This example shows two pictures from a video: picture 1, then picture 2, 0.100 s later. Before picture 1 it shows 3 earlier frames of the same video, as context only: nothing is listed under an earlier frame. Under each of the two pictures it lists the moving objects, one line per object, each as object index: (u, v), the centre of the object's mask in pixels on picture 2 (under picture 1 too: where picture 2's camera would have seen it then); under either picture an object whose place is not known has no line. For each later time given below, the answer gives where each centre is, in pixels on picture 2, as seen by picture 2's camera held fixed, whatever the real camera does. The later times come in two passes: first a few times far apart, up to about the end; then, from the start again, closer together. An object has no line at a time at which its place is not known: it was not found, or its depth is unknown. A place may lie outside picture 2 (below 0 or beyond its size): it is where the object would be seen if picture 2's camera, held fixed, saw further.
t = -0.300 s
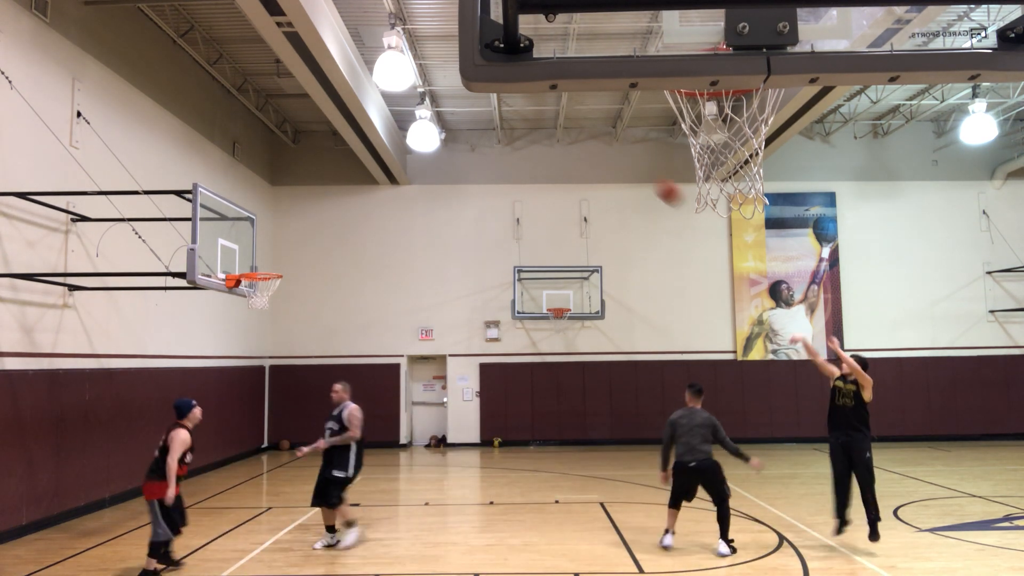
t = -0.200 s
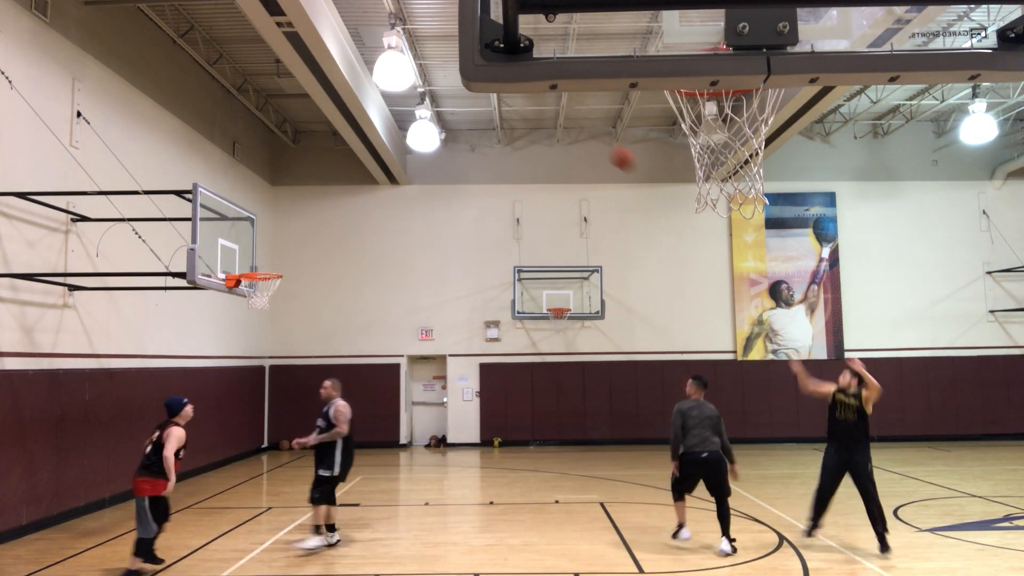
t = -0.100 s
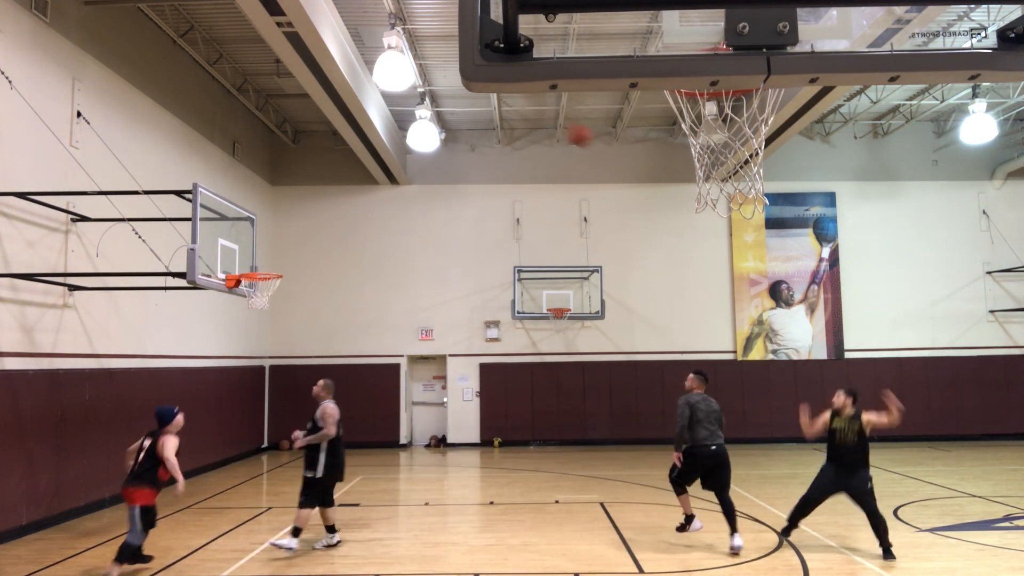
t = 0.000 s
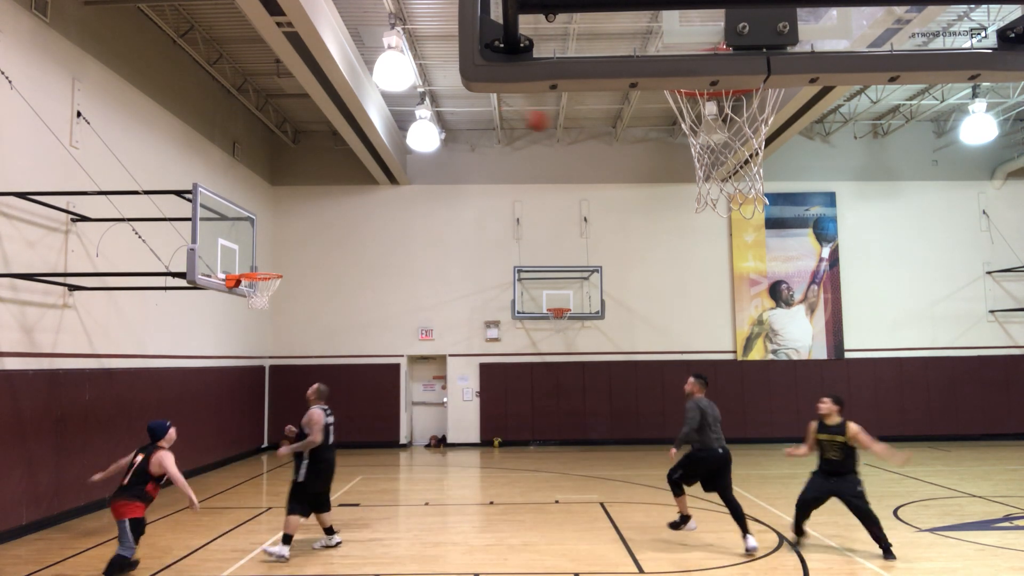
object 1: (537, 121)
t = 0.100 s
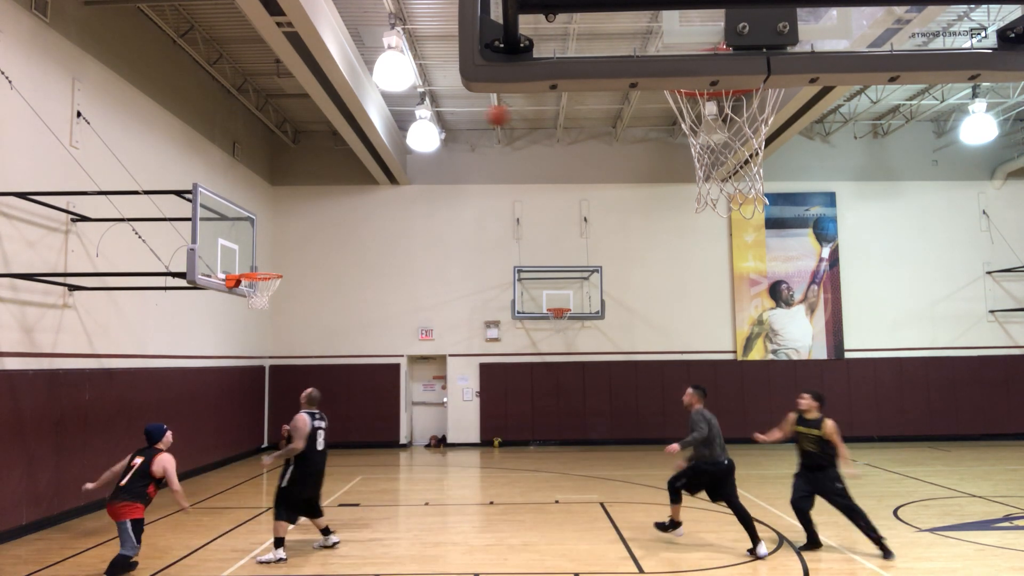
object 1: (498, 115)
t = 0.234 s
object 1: (446, 120)
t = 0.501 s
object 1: (351, 168)
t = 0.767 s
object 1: (262, 264)
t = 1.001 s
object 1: (263, 233)
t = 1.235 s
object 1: (268, 221)
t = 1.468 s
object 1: (275, 260)
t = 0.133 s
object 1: (483, 115)
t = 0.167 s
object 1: (471, 116)
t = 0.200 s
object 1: (459, 117)
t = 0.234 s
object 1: (446, 120)
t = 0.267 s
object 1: (437, 121)
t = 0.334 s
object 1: (407, 130)
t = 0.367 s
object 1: (397, 137)
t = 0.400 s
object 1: (386, 144)
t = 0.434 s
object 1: (375, 152)
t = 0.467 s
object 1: (363, 159)
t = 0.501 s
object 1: (351, 168)
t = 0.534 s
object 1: (340, 178)
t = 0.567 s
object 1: (329, 188)
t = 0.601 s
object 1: (317, 200)
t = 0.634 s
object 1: (306, 211)
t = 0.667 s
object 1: (295, 224)
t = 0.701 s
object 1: (283, 238)
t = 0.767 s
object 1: (262, 264)
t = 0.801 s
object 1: (258, 267)
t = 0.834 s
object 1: (258, 265)
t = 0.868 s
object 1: (259, 259)
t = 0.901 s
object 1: (260, 252)
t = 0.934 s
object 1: (261, 244)
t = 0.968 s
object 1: (262, 239)
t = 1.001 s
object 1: (263, 233)
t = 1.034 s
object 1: (263, 229)
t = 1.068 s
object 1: (264, 225)
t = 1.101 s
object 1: (265, 222)
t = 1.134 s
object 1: (266, 221)
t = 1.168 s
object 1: (267, 220)
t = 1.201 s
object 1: (268, 220)
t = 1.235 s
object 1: (268, 221)
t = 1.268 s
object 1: (269, 224)
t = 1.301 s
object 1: (270, 227)
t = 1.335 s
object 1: (271, 231)
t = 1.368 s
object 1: (272, 237)
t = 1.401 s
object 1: (273, 244)
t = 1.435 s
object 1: (274, 251)
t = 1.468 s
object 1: (275, 260)
